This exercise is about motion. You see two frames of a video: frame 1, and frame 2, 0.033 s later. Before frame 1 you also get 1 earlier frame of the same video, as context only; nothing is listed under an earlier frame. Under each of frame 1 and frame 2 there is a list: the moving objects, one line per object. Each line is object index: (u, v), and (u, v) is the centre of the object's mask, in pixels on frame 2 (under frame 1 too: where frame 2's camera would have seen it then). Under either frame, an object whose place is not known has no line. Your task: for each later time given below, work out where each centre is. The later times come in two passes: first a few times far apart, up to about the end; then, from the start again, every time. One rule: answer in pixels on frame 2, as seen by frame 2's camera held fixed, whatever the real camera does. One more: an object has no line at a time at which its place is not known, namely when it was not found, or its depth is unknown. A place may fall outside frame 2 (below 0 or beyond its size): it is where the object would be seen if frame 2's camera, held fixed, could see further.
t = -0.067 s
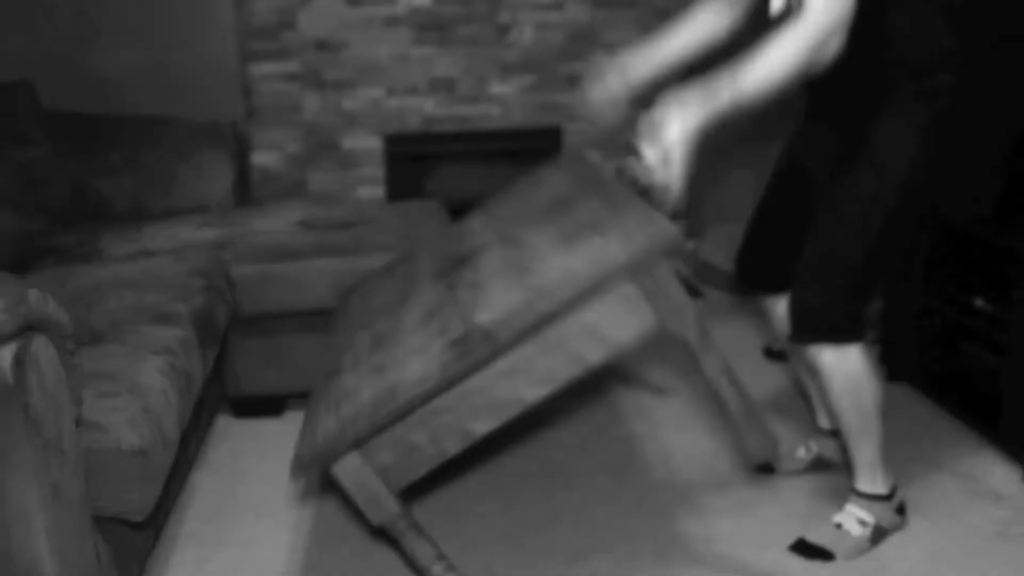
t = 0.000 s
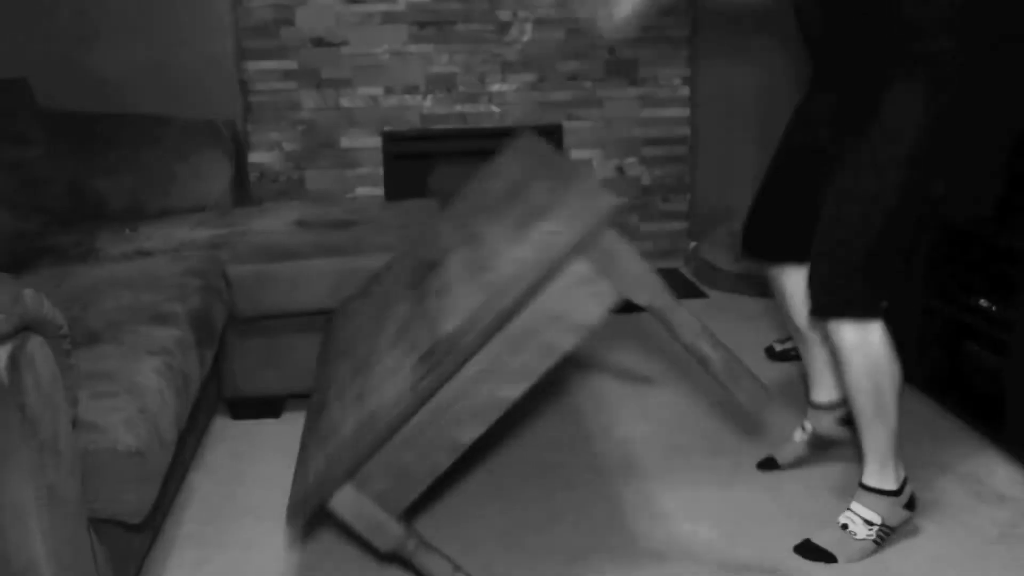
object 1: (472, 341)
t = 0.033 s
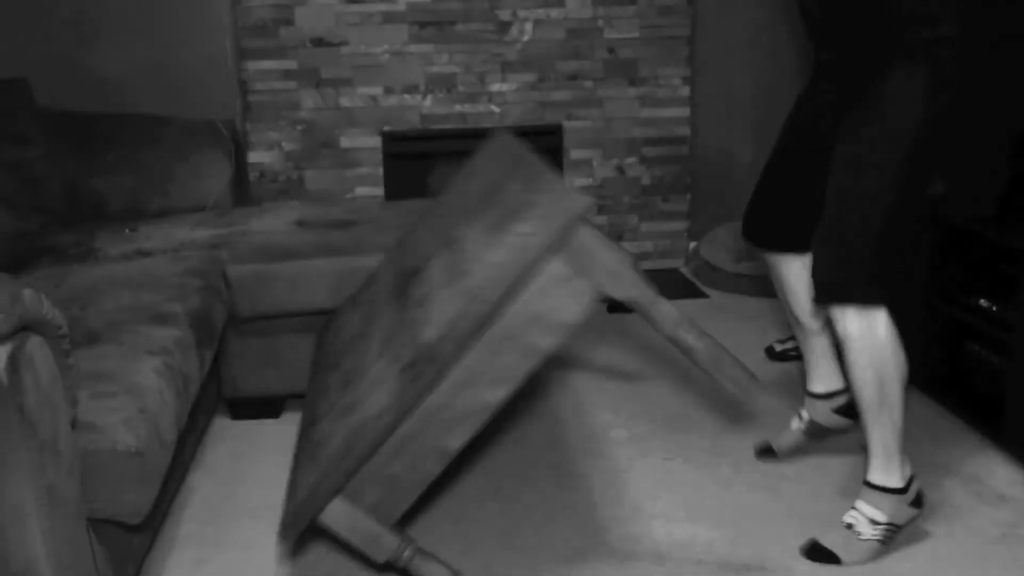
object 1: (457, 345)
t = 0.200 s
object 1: (384, 356)
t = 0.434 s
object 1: (211, 408)
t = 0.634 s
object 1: (244, 415)
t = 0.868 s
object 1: (239, 414)
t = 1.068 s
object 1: (240, 414)
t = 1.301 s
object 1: (240, 414)
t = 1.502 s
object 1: (240, 414)
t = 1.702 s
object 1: (240, 414)
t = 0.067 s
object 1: (442, 348)
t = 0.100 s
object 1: (423, 352)
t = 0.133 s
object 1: (410, 354)
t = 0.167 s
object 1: (397, 355)
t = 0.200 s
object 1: (384, 356)
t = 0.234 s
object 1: (363, 357)
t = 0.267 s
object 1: (330, 361)
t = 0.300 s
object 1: (306, 368)
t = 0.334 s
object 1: (282, 367)
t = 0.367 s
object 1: (254, 369)
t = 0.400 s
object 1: (229, 399)
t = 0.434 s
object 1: (211, 408)
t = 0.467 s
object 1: (227, 411)
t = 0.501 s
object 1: (234, 412)
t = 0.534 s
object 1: (240, 417)
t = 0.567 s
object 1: (243, 418)
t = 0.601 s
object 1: (244, 415)
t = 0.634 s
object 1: (244, 415)
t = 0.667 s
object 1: (241, 414)
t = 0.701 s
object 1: (244, 414)
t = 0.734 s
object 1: (244, 414)
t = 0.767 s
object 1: (242, 414)
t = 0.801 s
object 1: (240, 414)
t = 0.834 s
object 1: (239, 415)
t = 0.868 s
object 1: (239, 414)
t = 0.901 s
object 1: (240, 414)
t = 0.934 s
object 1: (240, 414)
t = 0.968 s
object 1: (240, 414)
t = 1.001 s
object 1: (240, 414)
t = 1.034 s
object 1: (240, 414)
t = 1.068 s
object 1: (240, 414)
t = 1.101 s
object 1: (240, 414)
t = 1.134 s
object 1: (240, 414)
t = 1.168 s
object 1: (240, 414)
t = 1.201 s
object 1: (240, 414)
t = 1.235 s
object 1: (240, 414)
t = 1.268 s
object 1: (240, 414)
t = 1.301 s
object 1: (240, 414)
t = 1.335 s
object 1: (240, 414)
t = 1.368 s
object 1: (240, 414)
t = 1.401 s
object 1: (240, 414)
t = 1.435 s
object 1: (240, 414)
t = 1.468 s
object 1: (240, 414)
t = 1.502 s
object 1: (240, 414)
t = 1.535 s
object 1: (240, 414)
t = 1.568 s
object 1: (240, 414)
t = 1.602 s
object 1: (240, 414)
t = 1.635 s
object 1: (240, 414)
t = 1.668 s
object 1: (240, 414)
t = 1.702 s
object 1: (240, 414)
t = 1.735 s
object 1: (240, 414)
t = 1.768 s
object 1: (240, 414)
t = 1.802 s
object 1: (240, 414)
